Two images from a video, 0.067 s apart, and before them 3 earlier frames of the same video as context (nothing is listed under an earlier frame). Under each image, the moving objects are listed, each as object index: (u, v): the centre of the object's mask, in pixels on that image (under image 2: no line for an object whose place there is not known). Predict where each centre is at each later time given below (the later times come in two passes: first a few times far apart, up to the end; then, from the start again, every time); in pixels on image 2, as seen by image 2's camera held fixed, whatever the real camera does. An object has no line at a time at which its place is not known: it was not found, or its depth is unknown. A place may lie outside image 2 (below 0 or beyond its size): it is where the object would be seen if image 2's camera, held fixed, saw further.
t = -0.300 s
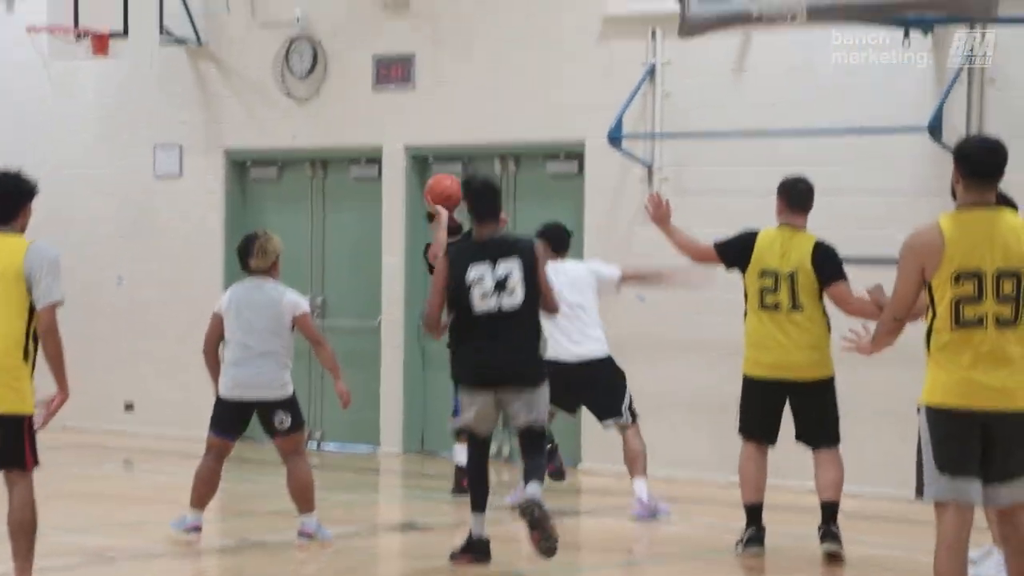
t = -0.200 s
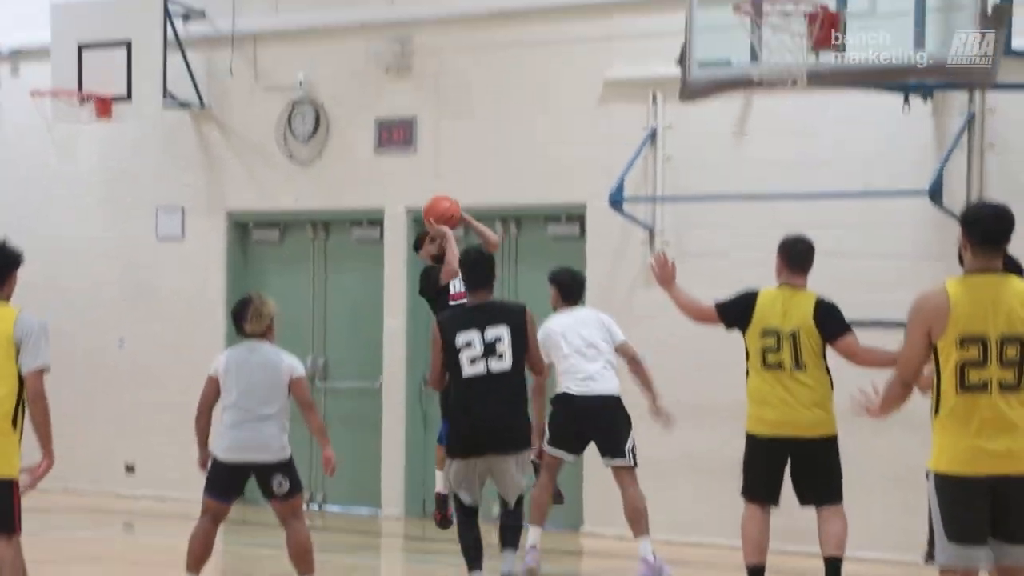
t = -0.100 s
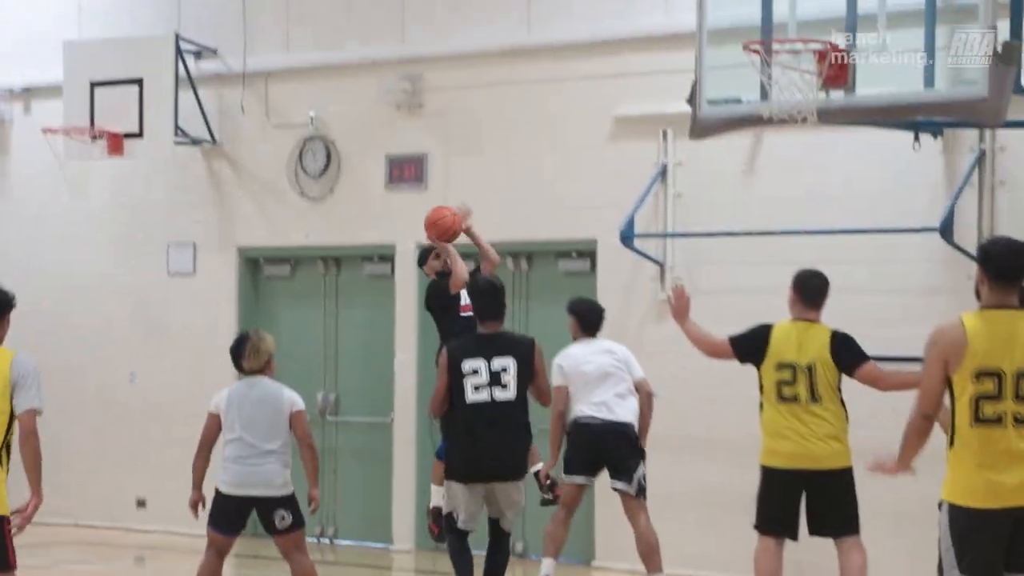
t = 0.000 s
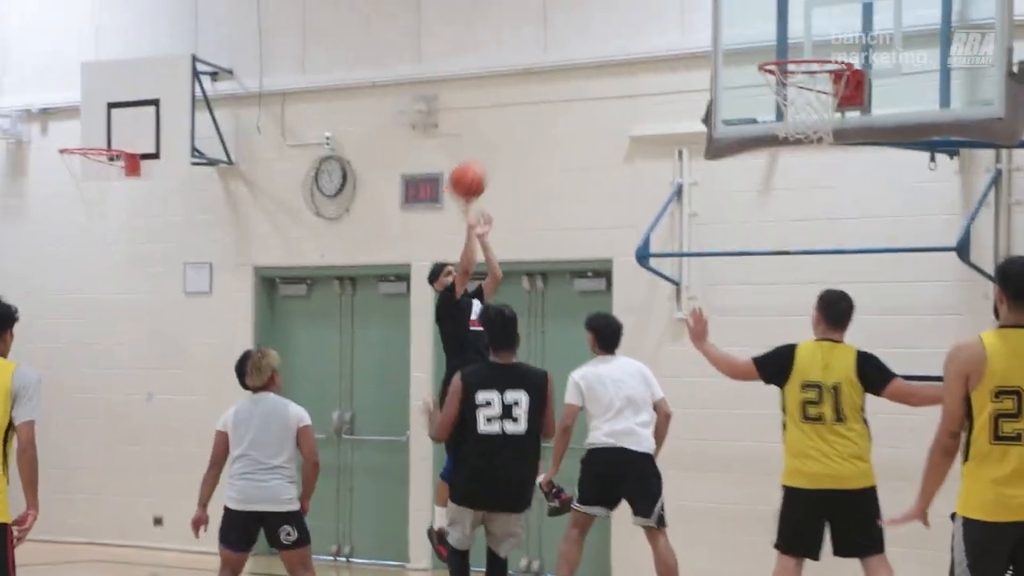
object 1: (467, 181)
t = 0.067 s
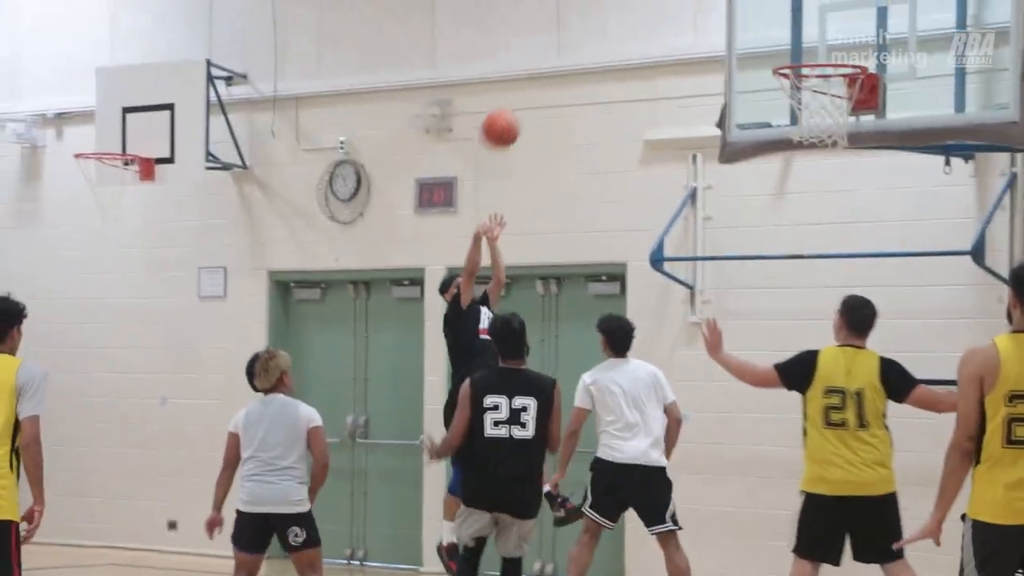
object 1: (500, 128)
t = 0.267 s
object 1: (563, -2)
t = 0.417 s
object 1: (614, -70)
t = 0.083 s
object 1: (505, 116)
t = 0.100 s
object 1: (510, 103)
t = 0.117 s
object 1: (515, 91)
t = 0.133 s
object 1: (520, 79)
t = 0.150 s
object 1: (525, 67)
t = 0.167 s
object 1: (531, 56)
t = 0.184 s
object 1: (536, 45)
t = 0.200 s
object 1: (541, 34)
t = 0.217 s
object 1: (547, 24)
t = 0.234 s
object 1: (552, 14)
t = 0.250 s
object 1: (557, 6)
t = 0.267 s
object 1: (563, -2)
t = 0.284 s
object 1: (569, -10)
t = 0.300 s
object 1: (575, -19)
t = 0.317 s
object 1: (580, -28)
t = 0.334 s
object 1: (586, -38)
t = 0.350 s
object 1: (592, -46)
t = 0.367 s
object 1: (597, -53)
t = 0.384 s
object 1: (603, -60)
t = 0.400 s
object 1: (608, -65)
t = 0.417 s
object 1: (614, -70)
